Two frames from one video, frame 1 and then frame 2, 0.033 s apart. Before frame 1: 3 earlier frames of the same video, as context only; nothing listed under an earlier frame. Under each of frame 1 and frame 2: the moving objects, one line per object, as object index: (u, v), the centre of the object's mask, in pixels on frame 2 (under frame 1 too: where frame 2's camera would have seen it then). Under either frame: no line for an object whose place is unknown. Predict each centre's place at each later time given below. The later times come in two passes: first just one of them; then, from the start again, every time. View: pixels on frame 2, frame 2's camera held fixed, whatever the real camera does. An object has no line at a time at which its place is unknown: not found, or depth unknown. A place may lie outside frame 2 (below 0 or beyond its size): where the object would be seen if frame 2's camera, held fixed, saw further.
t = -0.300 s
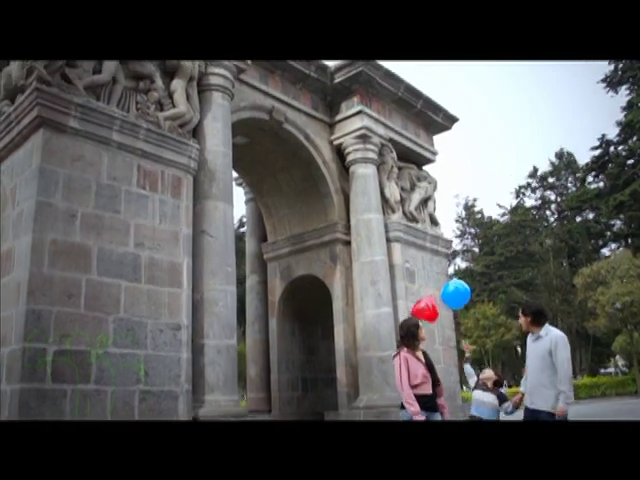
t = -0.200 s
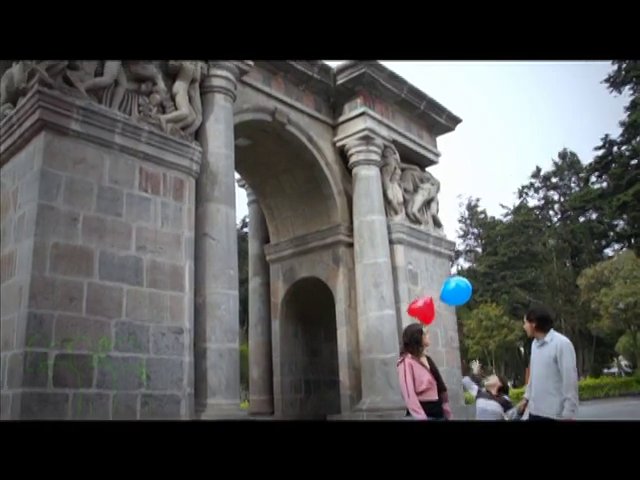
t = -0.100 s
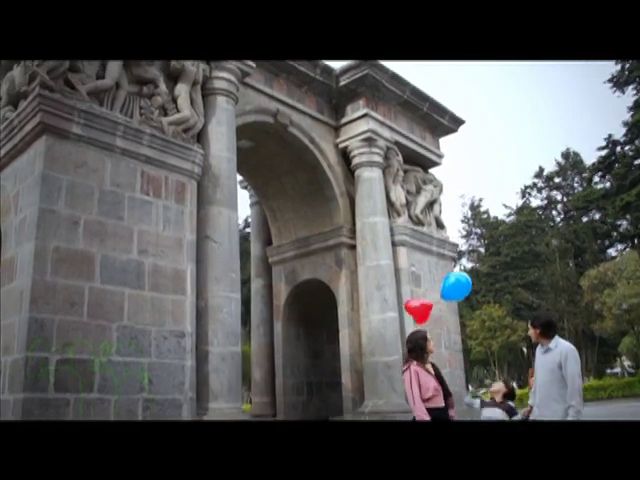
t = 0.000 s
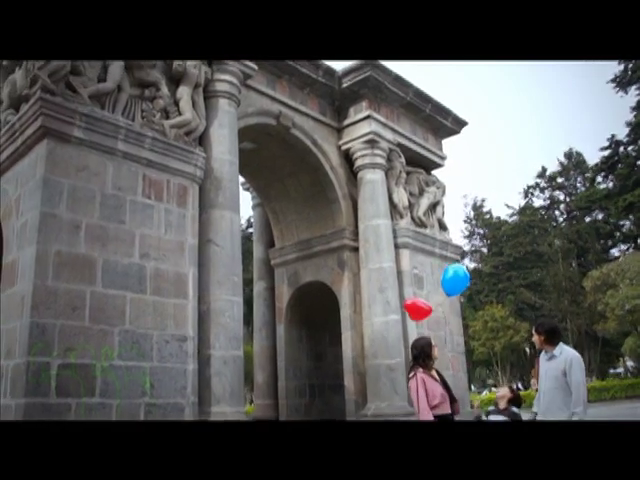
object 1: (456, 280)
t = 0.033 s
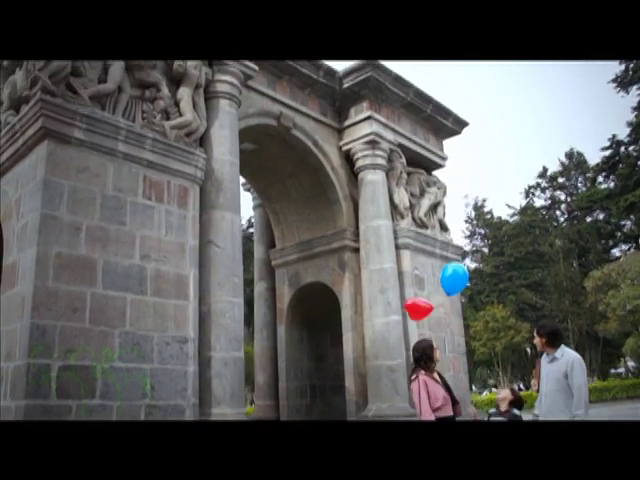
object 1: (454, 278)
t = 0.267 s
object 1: (440, 255)
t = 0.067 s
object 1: (452, 275)
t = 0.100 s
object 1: (450, 272)
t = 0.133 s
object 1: (448, 269)
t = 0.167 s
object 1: (446, 265)
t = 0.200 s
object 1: (444, 262)
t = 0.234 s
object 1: (442, 258)
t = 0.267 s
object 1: (440, 255)
